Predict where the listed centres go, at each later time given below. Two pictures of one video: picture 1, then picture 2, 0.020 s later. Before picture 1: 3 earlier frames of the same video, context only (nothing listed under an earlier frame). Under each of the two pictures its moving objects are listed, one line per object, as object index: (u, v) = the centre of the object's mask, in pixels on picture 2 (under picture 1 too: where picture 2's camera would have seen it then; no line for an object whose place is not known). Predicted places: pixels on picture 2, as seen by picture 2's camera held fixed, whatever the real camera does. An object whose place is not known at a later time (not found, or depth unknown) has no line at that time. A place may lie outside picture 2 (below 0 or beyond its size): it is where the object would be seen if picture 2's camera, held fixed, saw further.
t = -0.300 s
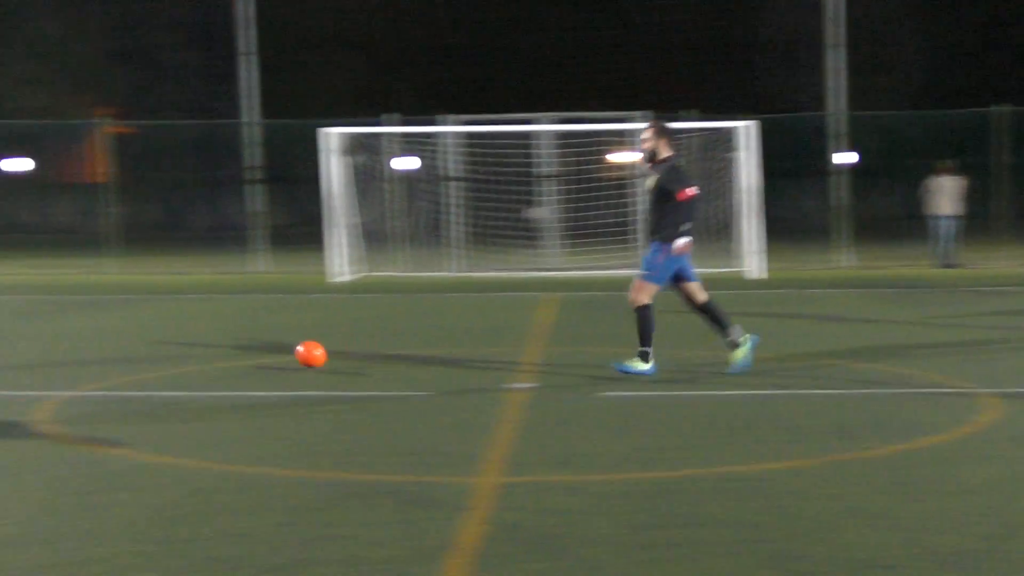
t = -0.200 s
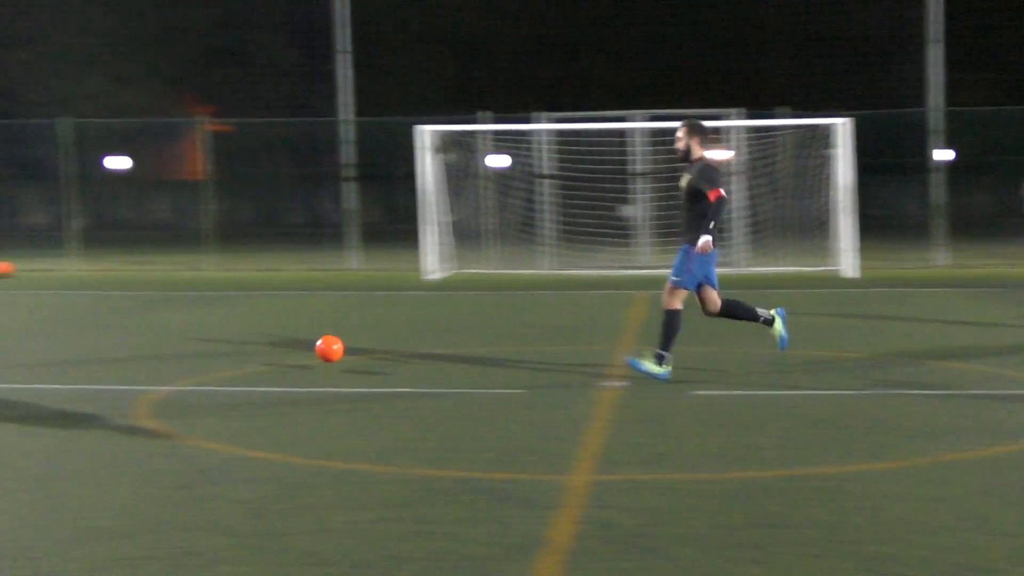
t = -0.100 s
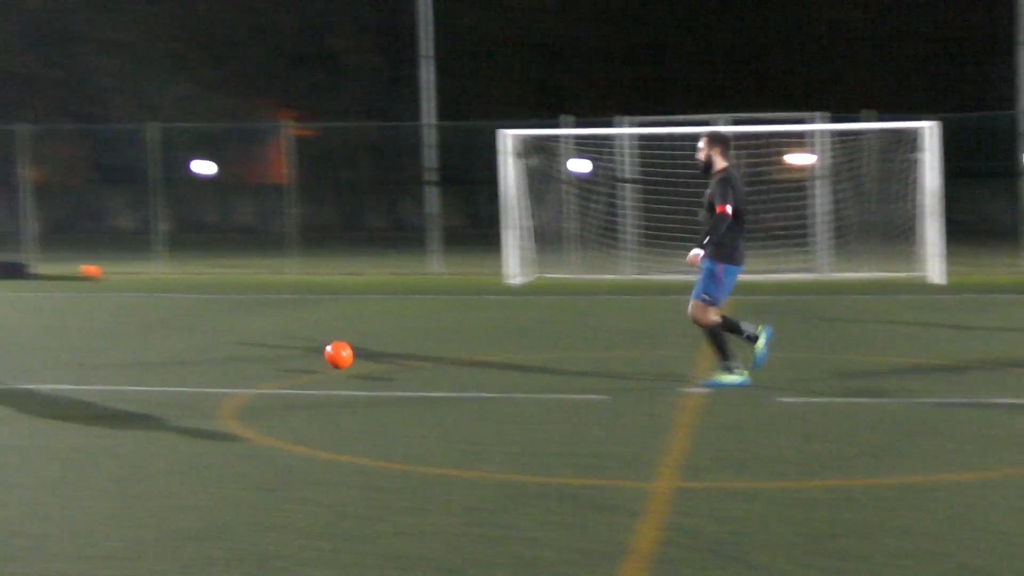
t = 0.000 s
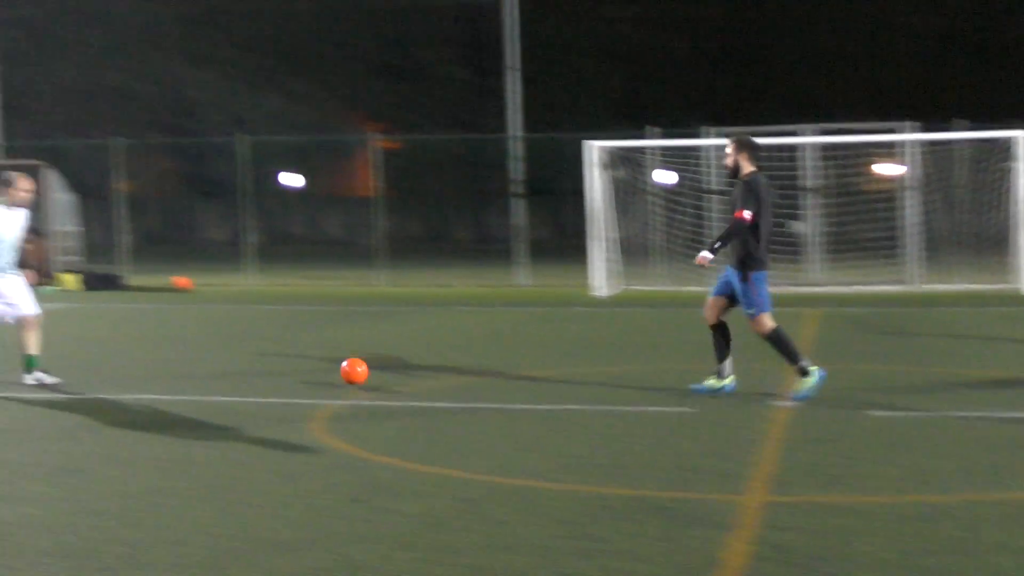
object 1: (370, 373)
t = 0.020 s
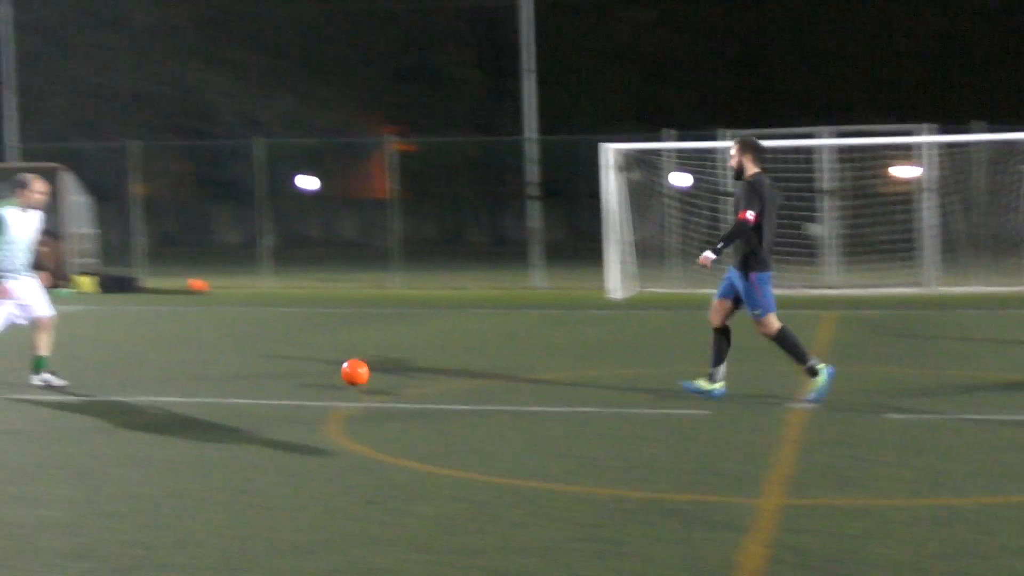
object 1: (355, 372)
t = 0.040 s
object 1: (340, 372)
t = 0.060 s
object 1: (326, 372)
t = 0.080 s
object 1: (311, 374)
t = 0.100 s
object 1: (297, 376)
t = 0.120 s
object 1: (283, 378)
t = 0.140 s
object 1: (268, 378)
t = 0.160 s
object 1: (254, 378)
